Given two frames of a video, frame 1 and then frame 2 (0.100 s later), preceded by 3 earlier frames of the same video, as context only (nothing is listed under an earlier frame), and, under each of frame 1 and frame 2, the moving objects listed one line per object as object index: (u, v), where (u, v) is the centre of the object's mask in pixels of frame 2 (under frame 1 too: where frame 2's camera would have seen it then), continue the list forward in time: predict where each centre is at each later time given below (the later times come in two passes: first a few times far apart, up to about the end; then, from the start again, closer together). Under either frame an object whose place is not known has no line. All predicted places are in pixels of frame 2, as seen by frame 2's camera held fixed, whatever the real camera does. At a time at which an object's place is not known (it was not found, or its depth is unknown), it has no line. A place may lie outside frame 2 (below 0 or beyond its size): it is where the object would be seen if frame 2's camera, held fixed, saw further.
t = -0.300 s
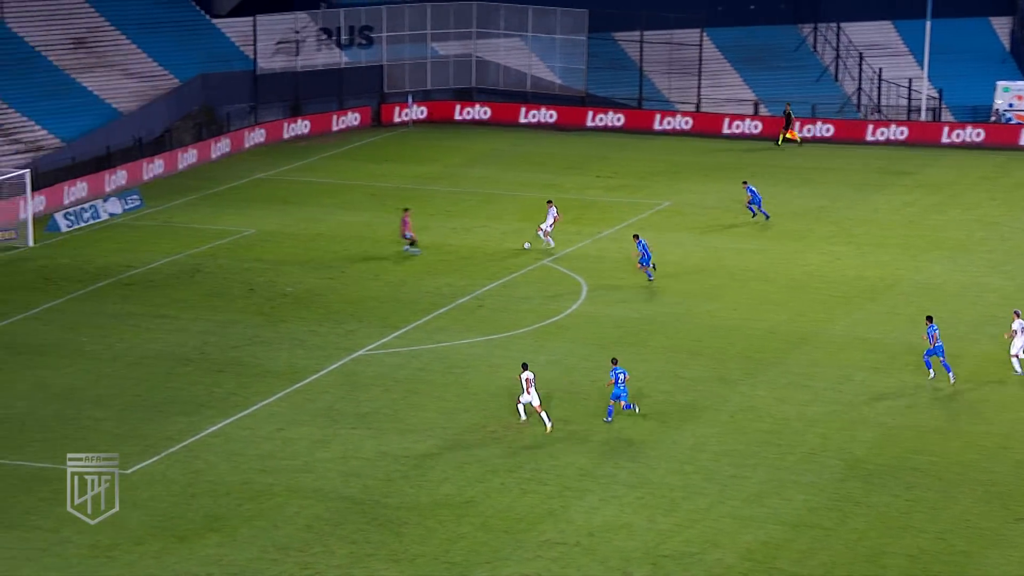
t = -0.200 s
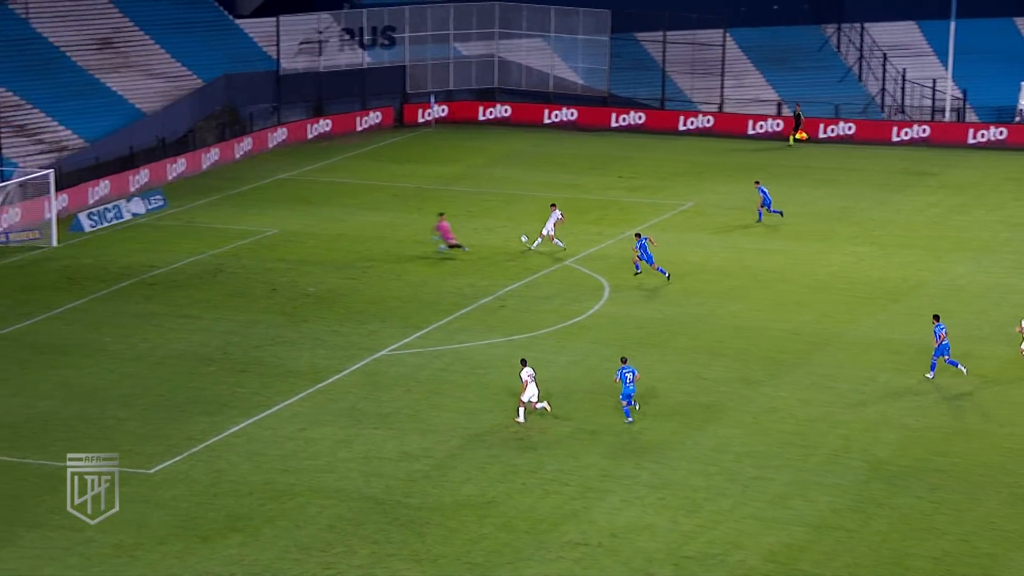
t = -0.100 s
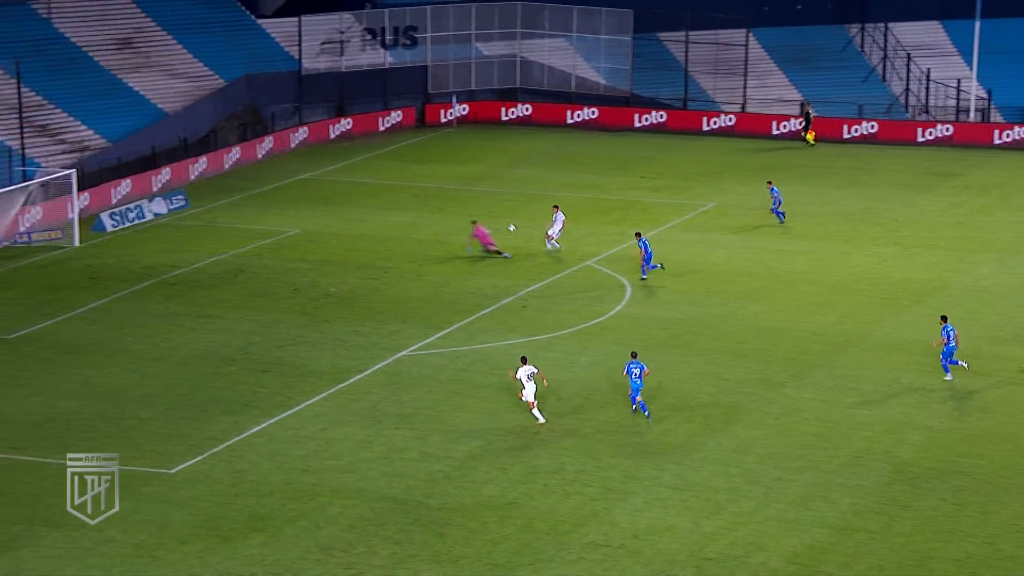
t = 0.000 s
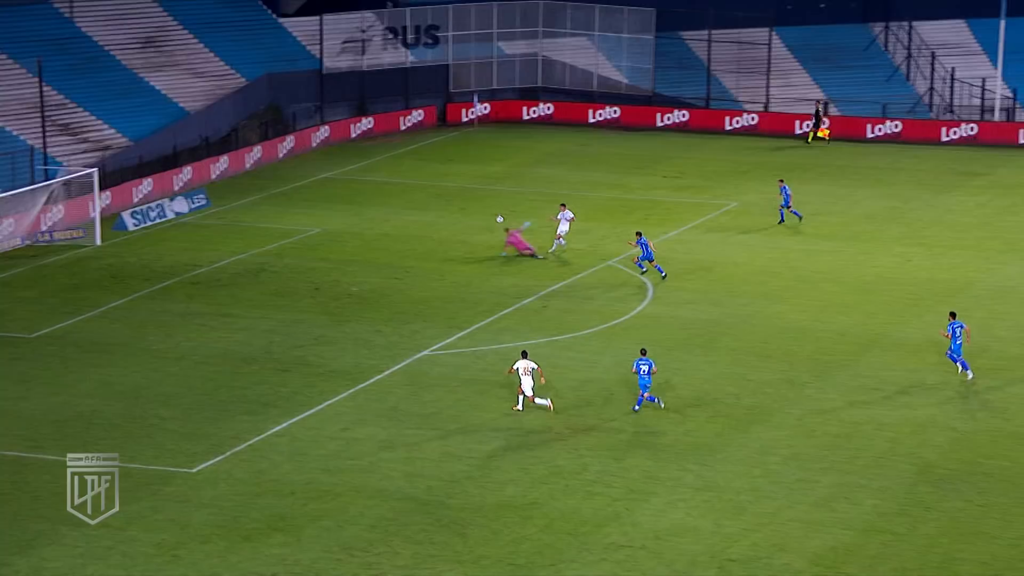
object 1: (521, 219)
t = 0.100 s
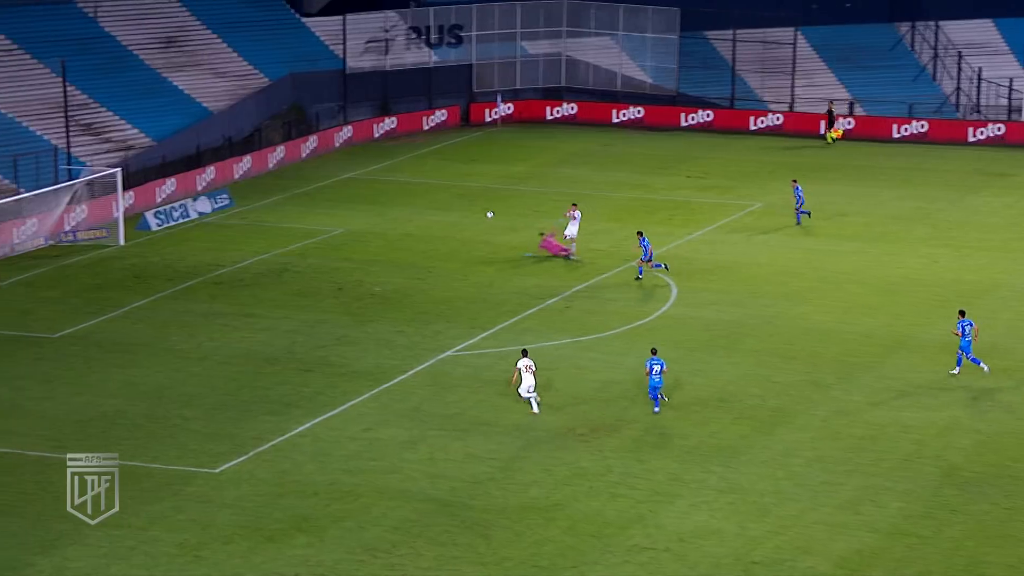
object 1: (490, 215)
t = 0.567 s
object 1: (344, 234)
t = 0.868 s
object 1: (263, 246)
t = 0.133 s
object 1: (478, 214)
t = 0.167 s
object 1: (468, 213)
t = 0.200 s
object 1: (459, 213)
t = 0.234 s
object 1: (449, 213)
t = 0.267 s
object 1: (439, 213)
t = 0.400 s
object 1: (395, 219)
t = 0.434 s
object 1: (385, 221)
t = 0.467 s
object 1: (375, 224)
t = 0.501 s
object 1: (365, 227)
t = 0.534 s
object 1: (354, 230)
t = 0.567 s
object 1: (344, 234)
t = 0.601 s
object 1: (333, 238)
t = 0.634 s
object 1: (322, 242)
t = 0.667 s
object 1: (312, 248)
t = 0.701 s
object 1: (301, 254)
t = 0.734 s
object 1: (292, 255)
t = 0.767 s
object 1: (285, 252)
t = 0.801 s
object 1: (277, 250)
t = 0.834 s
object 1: (270, 248)
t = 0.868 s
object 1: (263, 246)
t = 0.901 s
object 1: (256, 244)
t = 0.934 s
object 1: (248, 242)
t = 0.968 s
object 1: (241, 242)
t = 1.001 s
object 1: (234, 241)
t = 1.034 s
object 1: (227, 242)
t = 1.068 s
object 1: (220, 243)
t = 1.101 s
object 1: (213, 244)
